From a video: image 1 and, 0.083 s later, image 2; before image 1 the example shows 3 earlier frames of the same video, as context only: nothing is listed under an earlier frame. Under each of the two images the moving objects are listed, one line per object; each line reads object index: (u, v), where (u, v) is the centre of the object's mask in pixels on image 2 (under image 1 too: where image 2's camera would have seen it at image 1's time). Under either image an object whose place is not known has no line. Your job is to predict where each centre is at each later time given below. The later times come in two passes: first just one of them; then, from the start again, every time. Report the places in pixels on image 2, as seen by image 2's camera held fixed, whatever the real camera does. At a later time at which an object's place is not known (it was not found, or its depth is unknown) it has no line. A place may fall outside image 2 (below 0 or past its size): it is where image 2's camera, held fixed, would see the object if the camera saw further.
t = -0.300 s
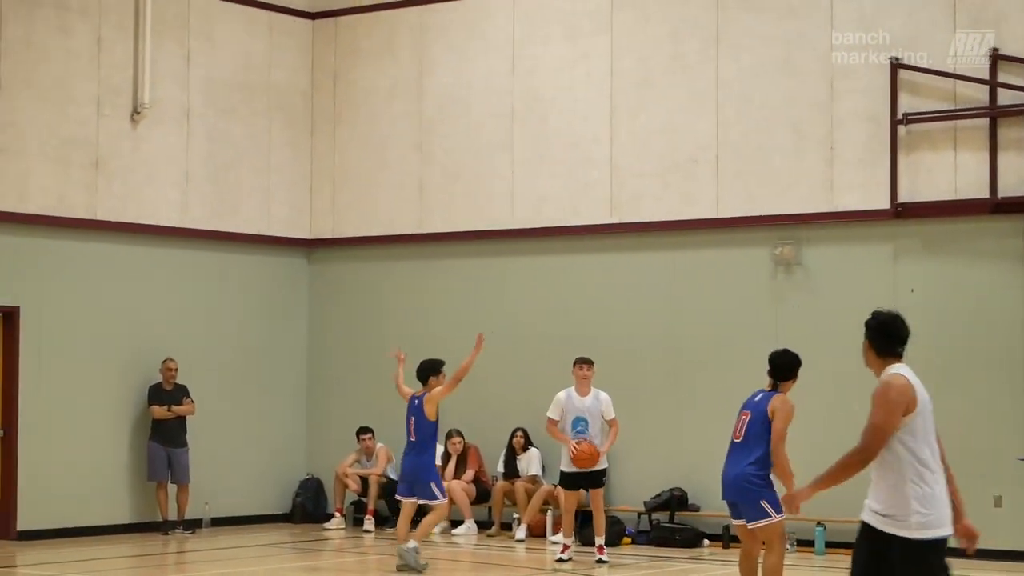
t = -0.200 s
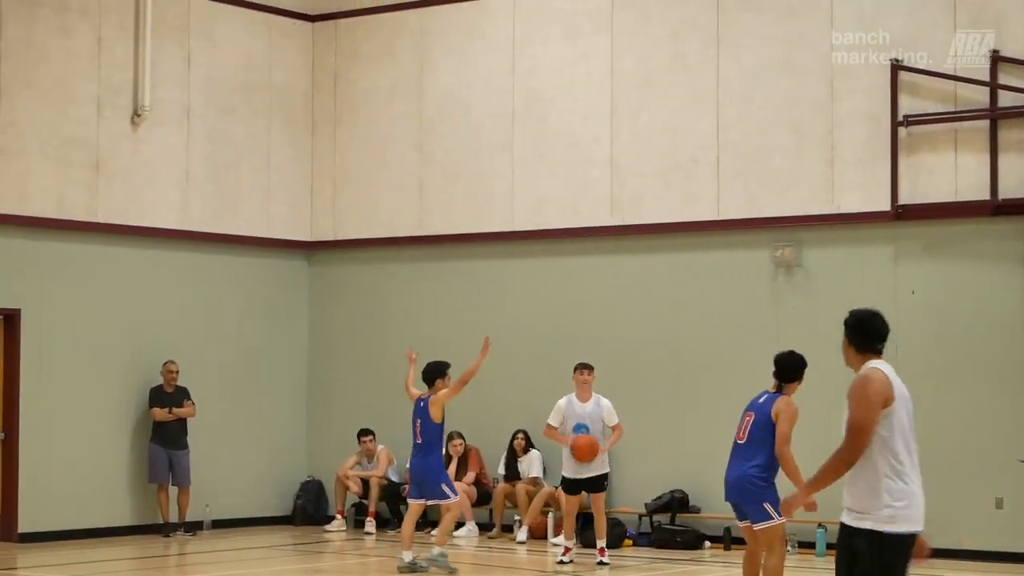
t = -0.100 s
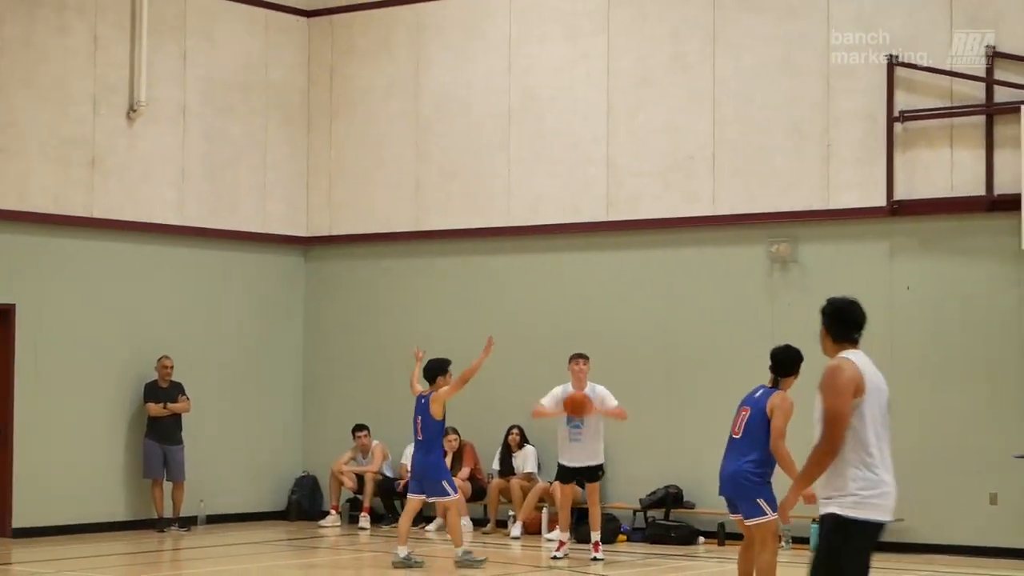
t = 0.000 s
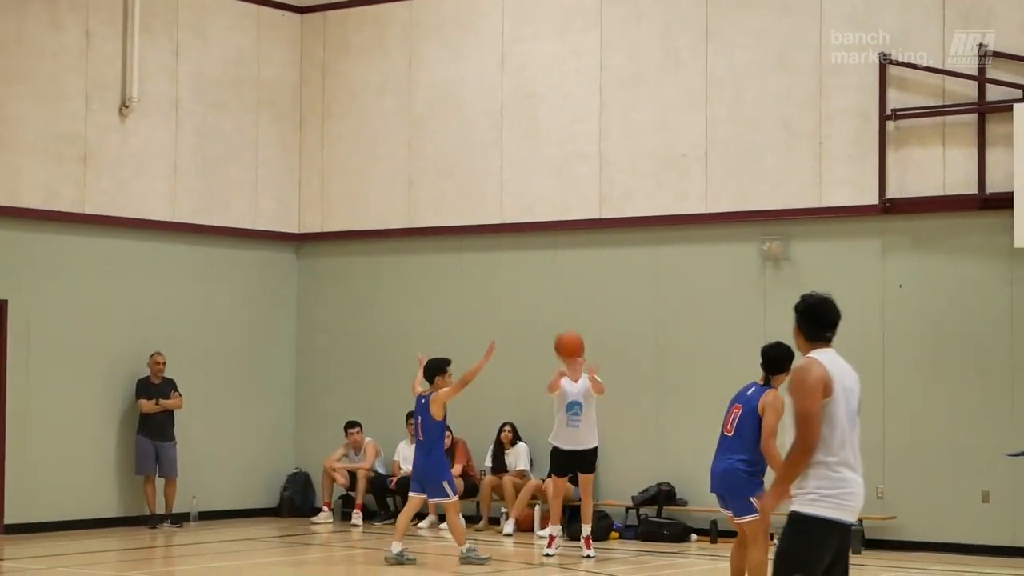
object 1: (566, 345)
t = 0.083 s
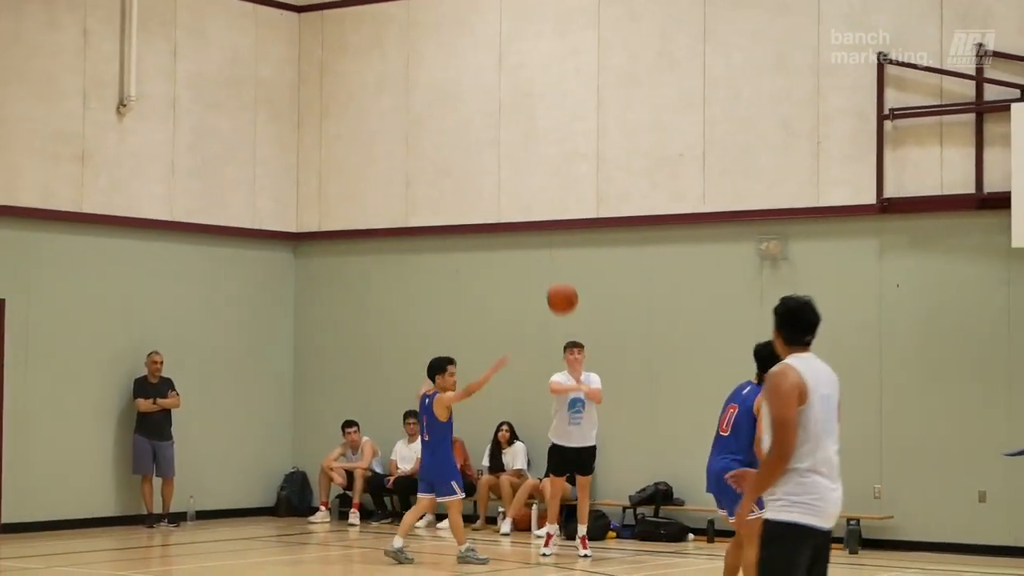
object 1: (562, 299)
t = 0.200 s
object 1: (553, 240)
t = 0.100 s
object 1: (561, 290)
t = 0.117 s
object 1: (560, 281)
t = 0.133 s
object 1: (559, 272)
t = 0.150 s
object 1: (557, 265)
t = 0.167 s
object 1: (555, 257)
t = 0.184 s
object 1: (554, 249)
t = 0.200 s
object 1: (553, 240)
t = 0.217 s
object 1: (552, 234)
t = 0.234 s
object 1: (551, 227)
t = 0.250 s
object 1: (550, 220)
